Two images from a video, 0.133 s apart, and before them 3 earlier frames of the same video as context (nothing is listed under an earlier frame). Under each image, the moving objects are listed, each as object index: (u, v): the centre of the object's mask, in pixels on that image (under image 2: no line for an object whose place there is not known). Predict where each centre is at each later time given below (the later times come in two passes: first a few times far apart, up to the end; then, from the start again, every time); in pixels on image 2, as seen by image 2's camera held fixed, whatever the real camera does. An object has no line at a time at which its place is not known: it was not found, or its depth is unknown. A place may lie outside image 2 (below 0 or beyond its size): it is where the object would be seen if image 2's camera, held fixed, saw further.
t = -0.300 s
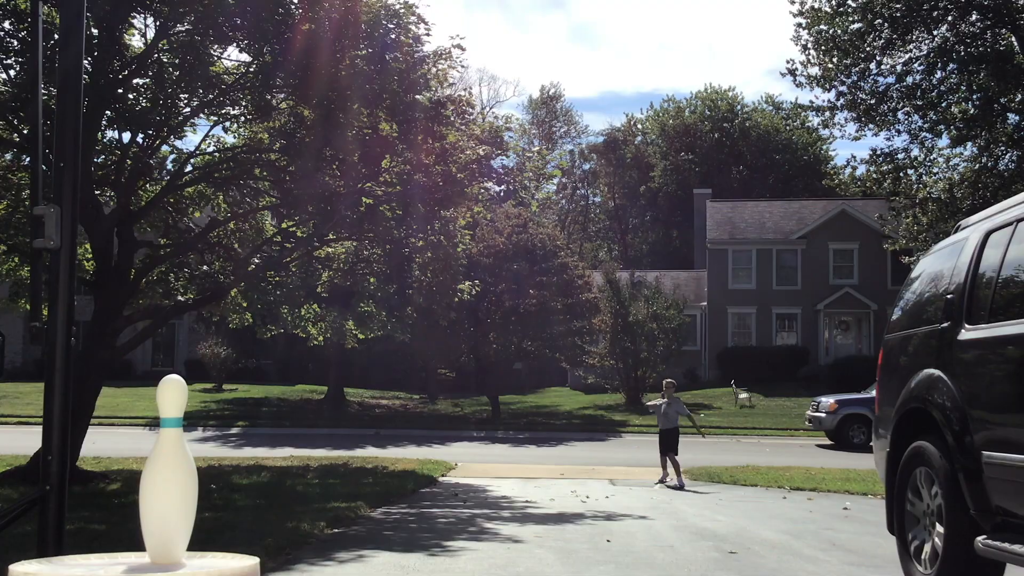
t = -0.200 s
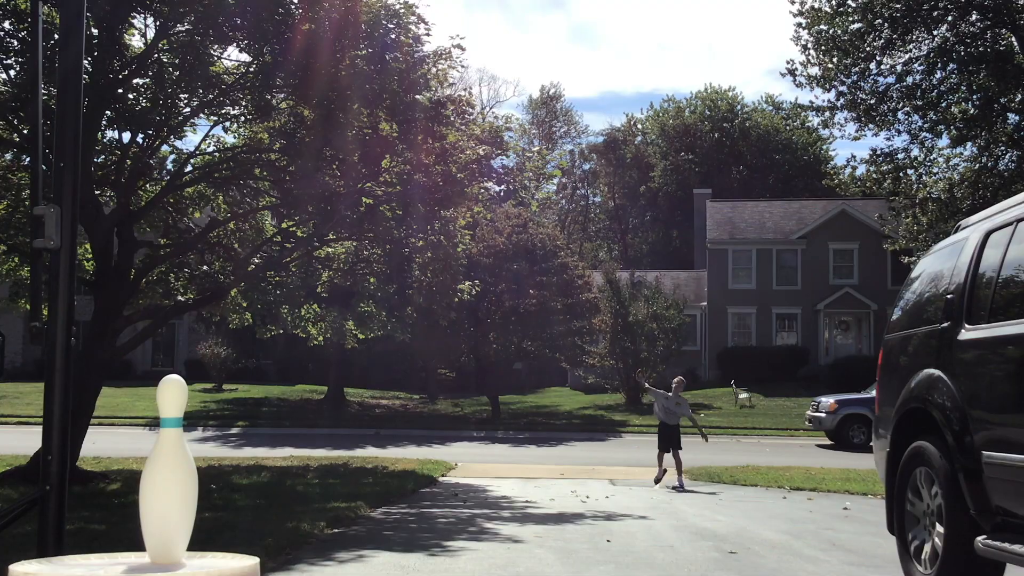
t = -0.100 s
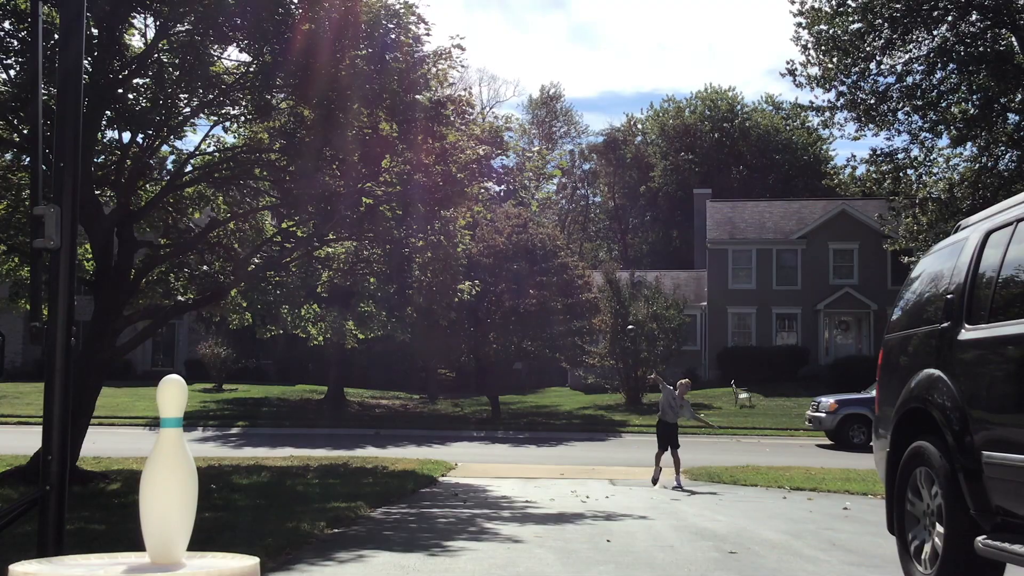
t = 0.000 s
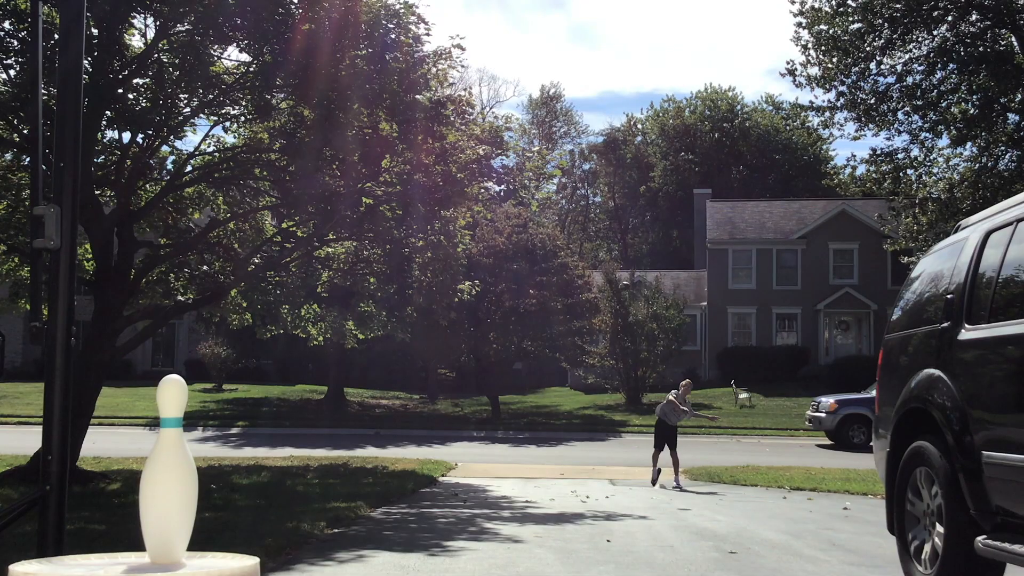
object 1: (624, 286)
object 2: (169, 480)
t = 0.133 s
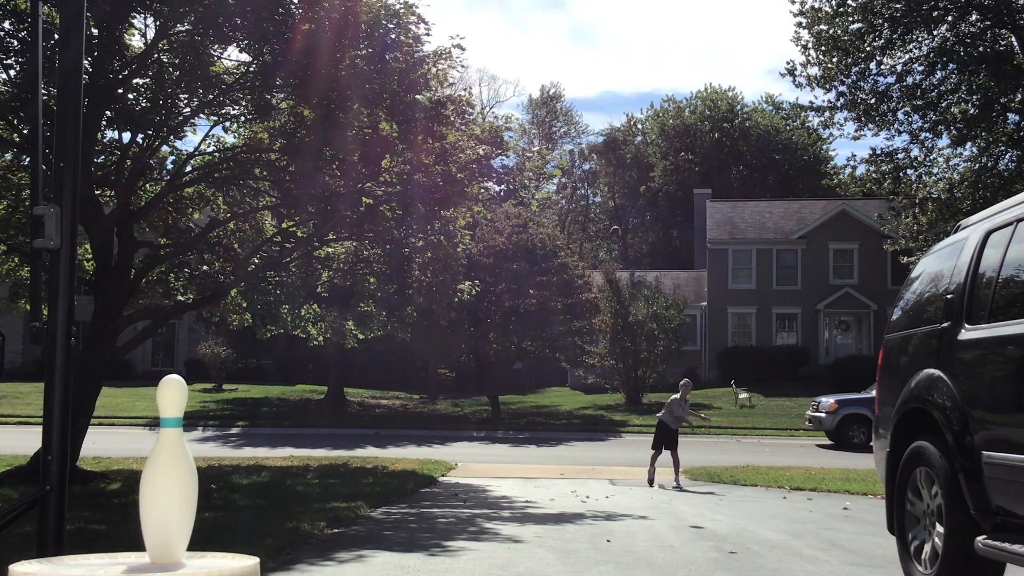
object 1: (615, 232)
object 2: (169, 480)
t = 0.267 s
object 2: (169, 480)
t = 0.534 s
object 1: (580, 100)
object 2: (169, 480)
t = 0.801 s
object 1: (533, 65)
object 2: (169, 480)
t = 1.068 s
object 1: (390, 221)
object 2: (169, 480)
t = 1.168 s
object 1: (209, 525)
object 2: (106, 468)
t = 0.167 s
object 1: (612, 219)
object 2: (169, 480)
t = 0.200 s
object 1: (611, 207)
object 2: (169, 480)
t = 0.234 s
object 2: (169, 480)
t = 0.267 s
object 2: (169, 480)
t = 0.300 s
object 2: (169, 480)
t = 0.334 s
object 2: (169, 480)
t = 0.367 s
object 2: (169, 480)
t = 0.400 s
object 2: (169, 480)
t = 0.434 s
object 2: (169, 480)
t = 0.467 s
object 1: (587, 118)
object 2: (169, 480)
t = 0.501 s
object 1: (584, 109)
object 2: (169, 480)
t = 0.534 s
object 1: (580, 100)
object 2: (169, 480)
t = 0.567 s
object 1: (575, 92)
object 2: (169, 480)
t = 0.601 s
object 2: (169, 480)
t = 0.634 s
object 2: (169, 480)
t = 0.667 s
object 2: (169, 480)
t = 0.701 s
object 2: (169, 480)
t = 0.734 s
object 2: (169, 480)
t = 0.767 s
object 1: (541, 65)
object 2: (169, 480)
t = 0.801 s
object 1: (533, 65)
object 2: (169, 480)
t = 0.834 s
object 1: (524, 67)
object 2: (169, 480)
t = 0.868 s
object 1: (513, 73)
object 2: (169, 480)
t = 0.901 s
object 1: (501, 81)
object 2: (169, 480)
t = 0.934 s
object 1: (487, 93)
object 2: (169, 480)
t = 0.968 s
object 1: (471, 111)
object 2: (169, 480)
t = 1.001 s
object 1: (449, 135)
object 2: (169, 480)
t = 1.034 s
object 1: (424, 172)
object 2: (169, 480)
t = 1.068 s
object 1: (390, 221)
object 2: (169, 480)
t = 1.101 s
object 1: (343, 296)
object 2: (169, 480)
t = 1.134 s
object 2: (169, 481)
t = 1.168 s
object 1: (209, 525)
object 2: (106, 468)
